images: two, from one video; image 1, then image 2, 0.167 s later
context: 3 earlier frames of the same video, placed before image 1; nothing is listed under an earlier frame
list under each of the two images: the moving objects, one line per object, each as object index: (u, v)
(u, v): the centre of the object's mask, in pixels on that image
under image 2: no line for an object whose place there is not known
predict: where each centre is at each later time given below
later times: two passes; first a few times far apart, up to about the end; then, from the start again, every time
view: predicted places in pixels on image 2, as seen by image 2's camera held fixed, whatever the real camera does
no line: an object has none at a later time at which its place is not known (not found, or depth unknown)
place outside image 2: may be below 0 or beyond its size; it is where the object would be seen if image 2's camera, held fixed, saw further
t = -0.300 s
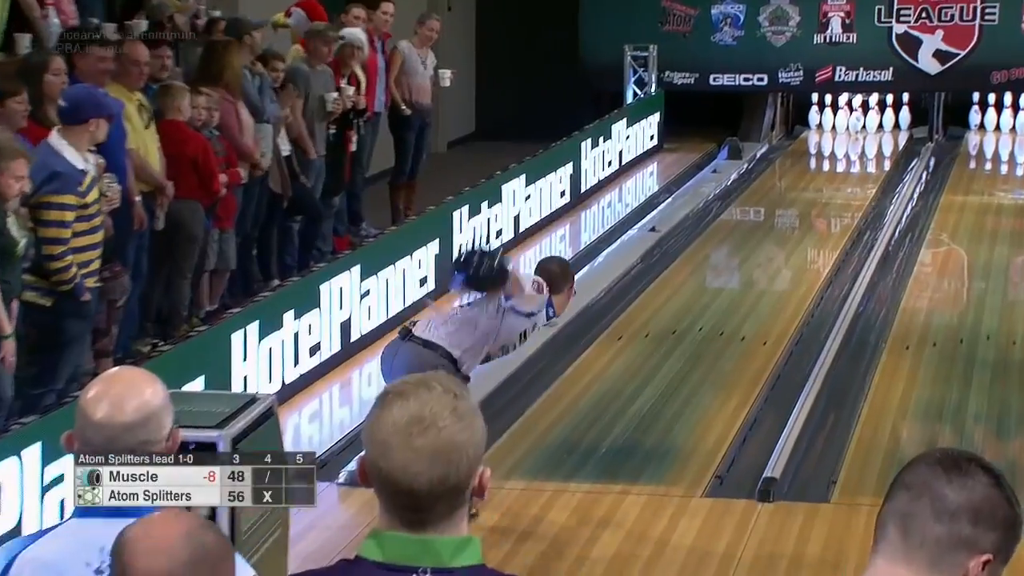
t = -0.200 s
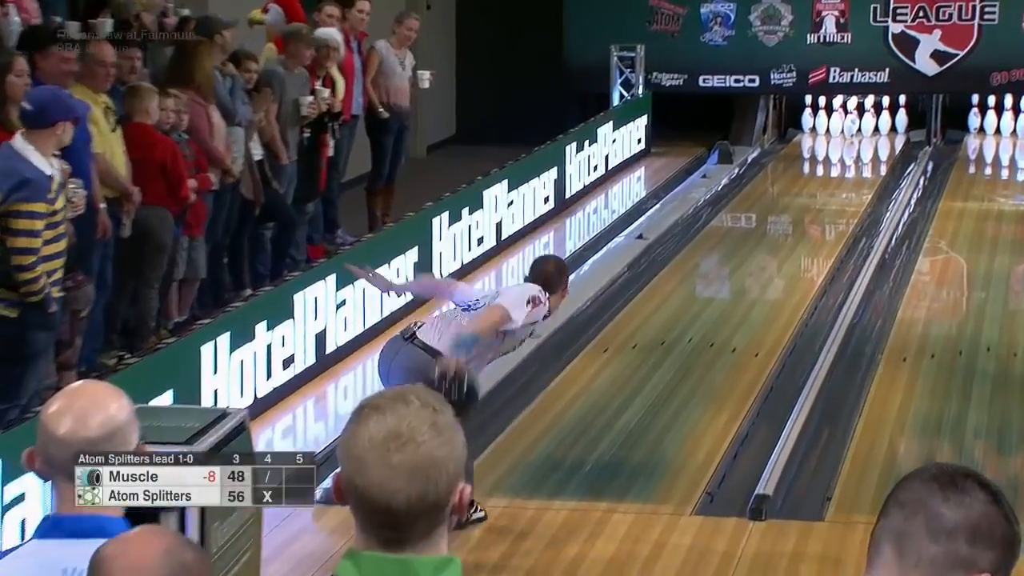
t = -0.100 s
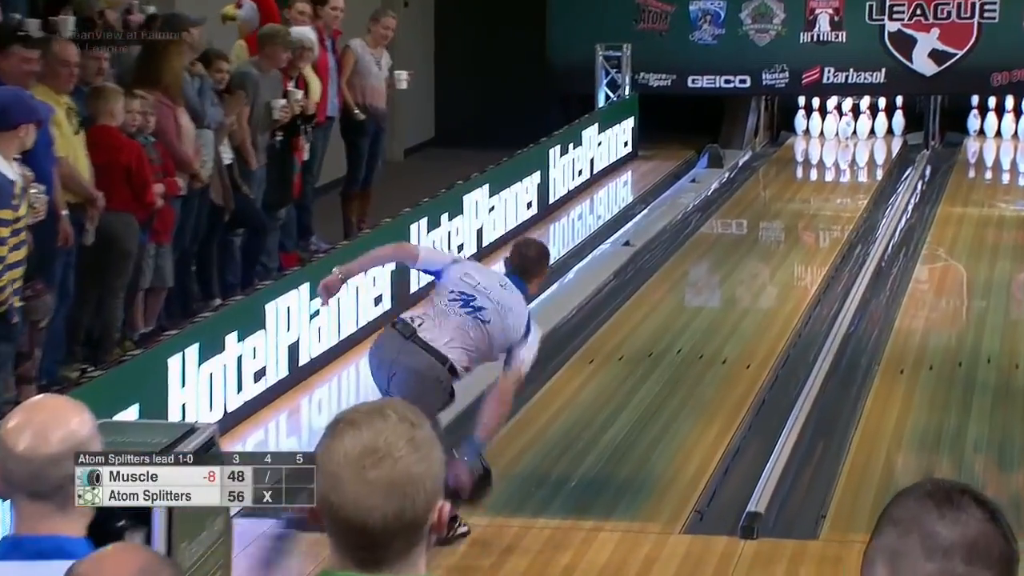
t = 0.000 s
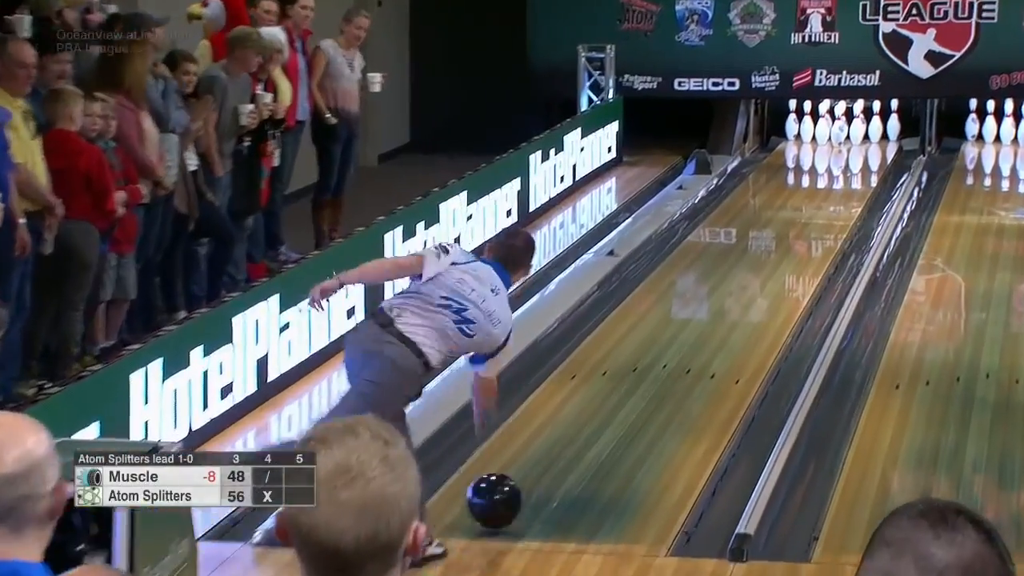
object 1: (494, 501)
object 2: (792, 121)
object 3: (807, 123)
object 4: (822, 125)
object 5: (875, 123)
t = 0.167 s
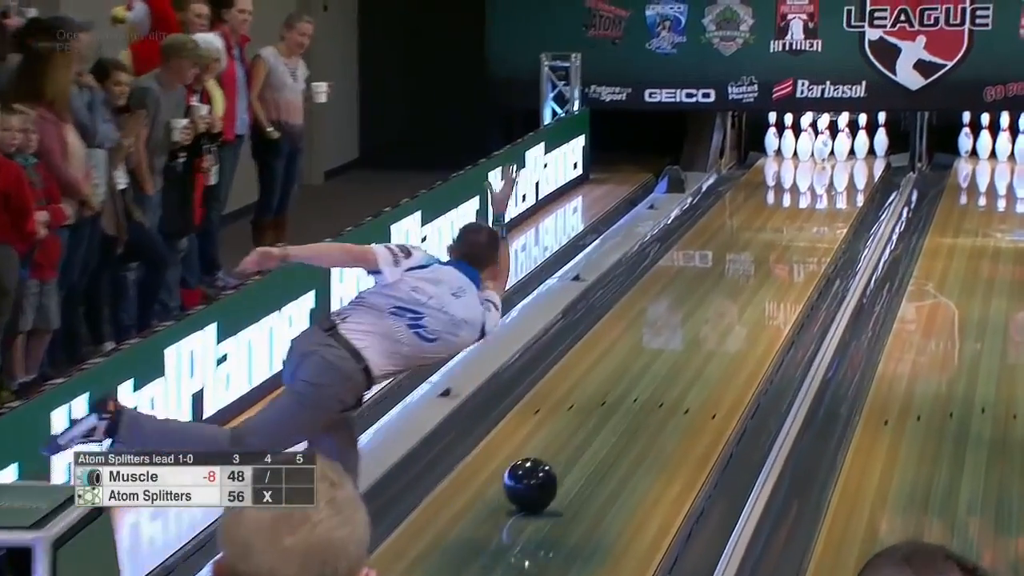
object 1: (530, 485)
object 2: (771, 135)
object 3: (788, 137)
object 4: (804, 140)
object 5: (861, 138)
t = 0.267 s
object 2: (771, 135)
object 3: (788, 138)
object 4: (805, 140)
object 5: (864, 138)
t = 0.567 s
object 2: (768, 133)
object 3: (786, 135)
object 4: (804, 138)
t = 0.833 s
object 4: (803, 140)
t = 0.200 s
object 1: (545, 472)
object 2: (771, 135)
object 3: (788, 137)
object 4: (804, 139)
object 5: (862, 137)
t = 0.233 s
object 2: (771, 136)
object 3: (788, 138)
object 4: (805, 140)
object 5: (863, 138)
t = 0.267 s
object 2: (771, 135)
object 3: (788, 138)
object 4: (805, 140)
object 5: (864, 138)
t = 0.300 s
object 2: (771, 135)
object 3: (787, 137)
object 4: (804, 140)
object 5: (864, 138)
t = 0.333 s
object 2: (771, 135)
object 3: (788, 137)
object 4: (805, 140)
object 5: (865, 138)
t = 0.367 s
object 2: (771, 134)
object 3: (788, 137)
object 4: (805, 140)
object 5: (866, 137)
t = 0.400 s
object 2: (770, 134)
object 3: (787, 136)
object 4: (805, 139)
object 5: (866, 137)
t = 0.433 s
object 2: (770, 134)
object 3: (787, 136)
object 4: (805, 139)
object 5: (866, 137)
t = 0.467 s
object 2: (770, 135)
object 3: (787, 137)
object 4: (805, 140)
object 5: (867, 137)
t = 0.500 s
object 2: (769, 134)
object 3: (786, 136)
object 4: (804, 139)
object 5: (867, 137)
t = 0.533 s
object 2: (769, 134)
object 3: (787, 136)
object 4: (805, 139)
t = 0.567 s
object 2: (768, 133)
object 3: (786, 135)
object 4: (804, 138)
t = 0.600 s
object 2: (768, 133)
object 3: (786, 135)
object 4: (804, 138)
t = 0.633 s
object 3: (785, 136)
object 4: (803, 139)
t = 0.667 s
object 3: (785, 135)
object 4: (804, 138)
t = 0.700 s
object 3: (785, 136)
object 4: (803, 139)
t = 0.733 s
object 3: (785, 136)
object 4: (803, 139)
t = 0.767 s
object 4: (803, 139)
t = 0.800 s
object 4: (803, 139)
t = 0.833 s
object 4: (803, 140)
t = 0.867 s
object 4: (802, 140)
